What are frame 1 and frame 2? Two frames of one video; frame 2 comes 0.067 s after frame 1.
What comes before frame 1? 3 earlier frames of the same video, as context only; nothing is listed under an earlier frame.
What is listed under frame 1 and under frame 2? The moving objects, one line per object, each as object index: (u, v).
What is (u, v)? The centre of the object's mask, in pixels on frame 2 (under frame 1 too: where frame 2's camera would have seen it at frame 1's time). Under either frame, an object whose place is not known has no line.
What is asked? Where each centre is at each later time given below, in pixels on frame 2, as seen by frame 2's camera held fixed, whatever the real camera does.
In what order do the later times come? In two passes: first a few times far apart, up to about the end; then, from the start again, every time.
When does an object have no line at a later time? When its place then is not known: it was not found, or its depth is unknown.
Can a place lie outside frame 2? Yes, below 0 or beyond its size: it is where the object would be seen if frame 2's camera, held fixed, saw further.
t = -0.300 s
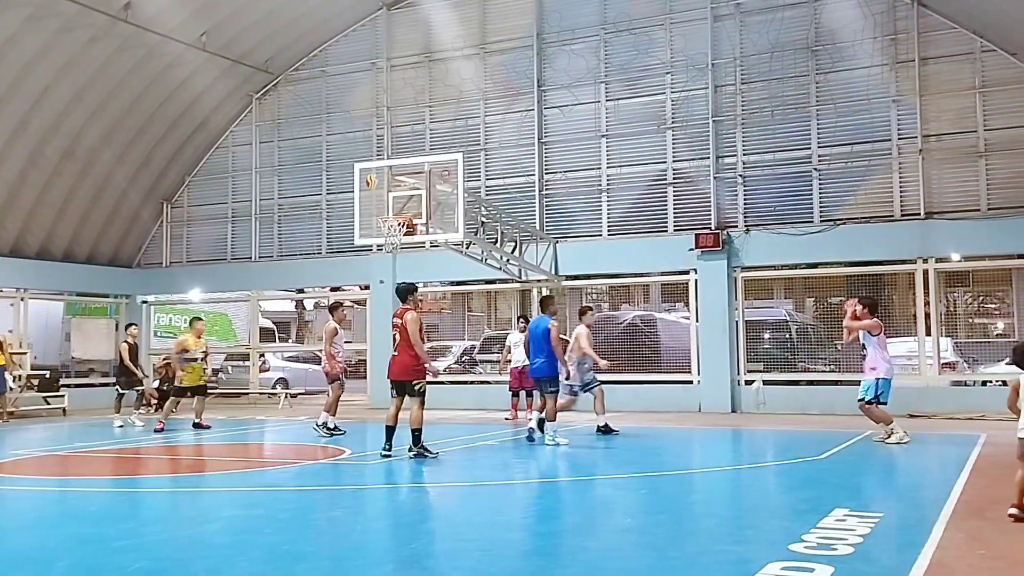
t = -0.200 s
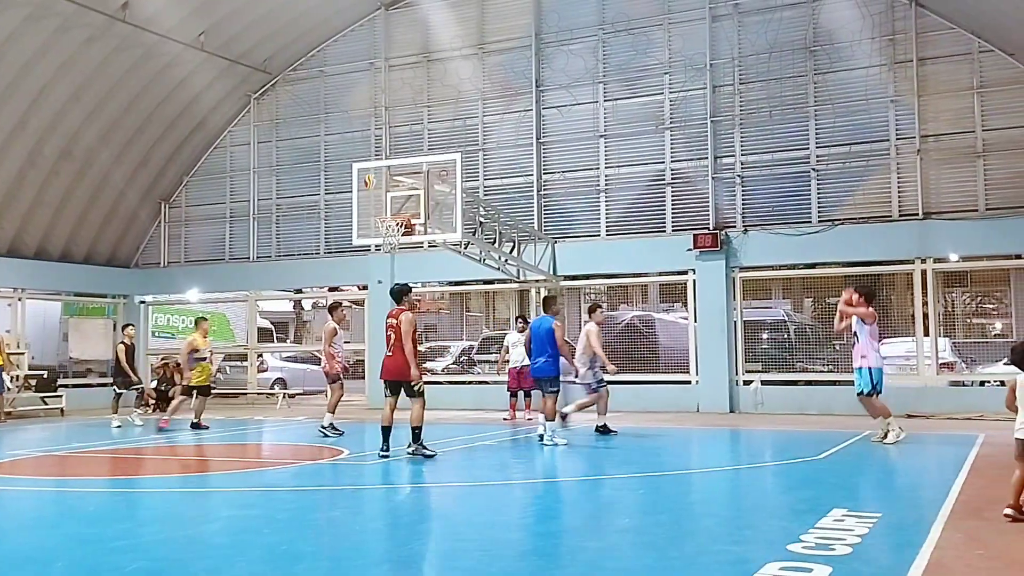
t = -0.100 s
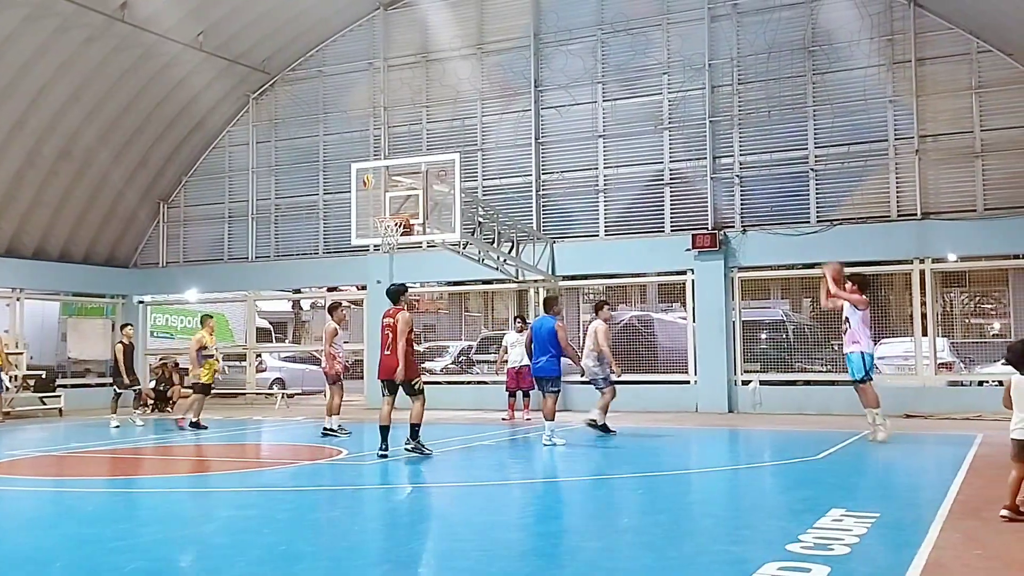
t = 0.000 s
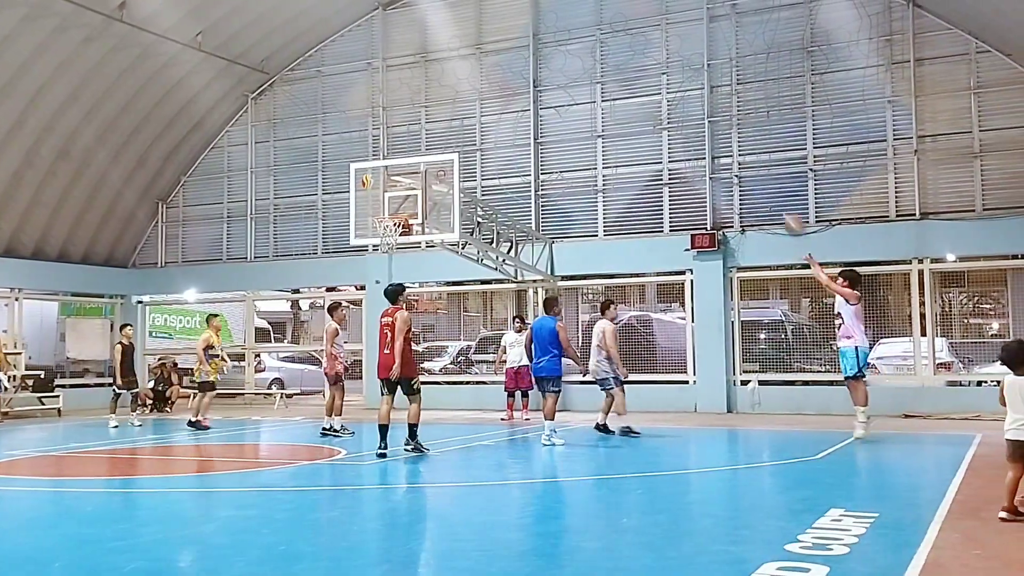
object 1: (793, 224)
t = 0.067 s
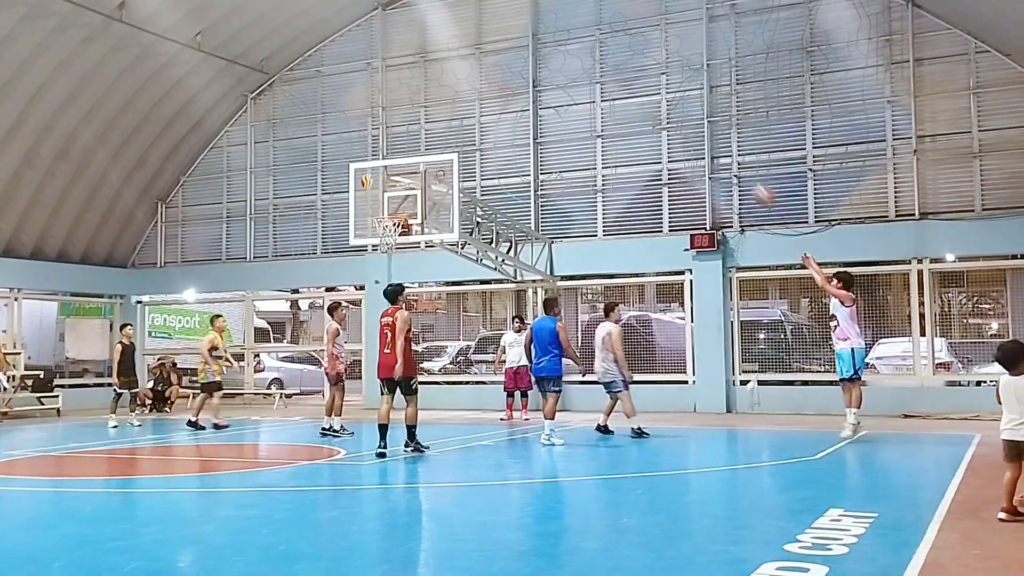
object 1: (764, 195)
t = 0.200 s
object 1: (709, 150)
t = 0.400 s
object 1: (630, 109)
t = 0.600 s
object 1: (557, 98)
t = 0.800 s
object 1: (491, 117)
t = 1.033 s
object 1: (421, 171)
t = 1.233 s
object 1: (375, 198)
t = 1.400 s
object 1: (351, 190)
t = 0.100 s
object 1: (749, 181)
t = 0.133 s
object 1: (735, 171)
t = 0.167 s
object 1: (721, 159)
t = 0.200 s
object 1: (709, 150)
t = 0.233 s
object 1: (694, 140)
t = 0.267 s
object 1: (680, 131)
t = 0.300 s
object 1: (667, 126)
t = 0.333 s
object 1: (654, 119)
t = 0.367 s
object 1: (642, 113)
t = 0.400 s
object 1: (630, 109)
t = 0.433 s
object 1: (616, 104)
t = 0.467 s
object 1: (604, 102)
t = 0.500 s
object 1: (592, 100)
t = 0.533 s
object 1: (582, 98)
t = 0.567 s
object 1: (568, 98)
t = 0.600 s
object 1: (557, 98)
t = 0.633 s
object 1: (546, 100)
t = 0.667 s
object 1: (534, 100)
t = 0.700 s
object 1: (523, 104)
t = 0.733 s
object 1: (513, 107)
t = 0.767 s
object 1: (502, 112)
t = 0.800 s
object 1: (491, 117)
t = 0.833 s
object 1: (481, 123)
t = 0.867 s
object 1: (470, 128)
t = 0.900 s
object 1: (459, 136)
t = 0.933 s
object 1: (450, 144)
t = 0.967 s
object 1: (440, 151)
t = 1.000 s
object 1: (431, 163)
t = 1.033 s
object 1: (421, 171)
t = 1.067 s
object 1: (411, 182)
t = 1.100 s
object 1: (401, 191)
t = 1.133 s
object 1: (392, 207)
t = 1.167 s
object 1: (387, 208)
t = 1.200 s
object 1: (380, 203)
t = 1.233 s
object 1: (375, 198)
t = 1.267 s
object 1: (371, 195)
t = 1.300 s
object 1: (366, 193)
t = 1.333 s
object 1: (361, 191)
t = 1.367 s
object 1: (356, 190)
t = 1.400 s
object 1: (351, 190)
